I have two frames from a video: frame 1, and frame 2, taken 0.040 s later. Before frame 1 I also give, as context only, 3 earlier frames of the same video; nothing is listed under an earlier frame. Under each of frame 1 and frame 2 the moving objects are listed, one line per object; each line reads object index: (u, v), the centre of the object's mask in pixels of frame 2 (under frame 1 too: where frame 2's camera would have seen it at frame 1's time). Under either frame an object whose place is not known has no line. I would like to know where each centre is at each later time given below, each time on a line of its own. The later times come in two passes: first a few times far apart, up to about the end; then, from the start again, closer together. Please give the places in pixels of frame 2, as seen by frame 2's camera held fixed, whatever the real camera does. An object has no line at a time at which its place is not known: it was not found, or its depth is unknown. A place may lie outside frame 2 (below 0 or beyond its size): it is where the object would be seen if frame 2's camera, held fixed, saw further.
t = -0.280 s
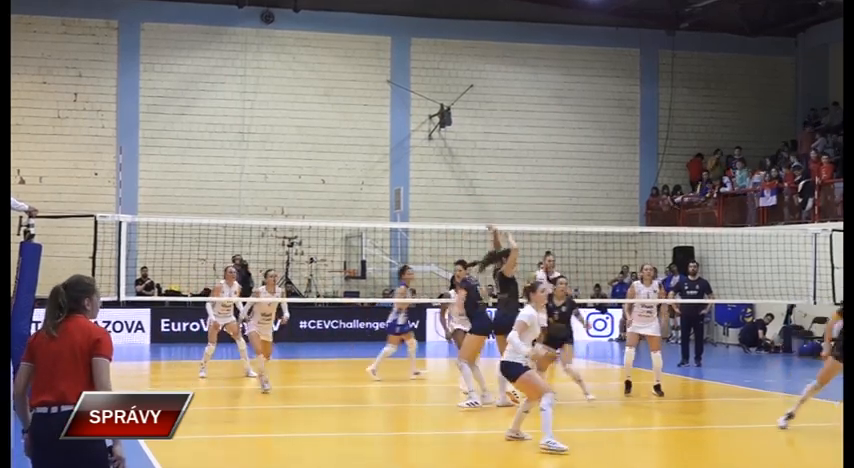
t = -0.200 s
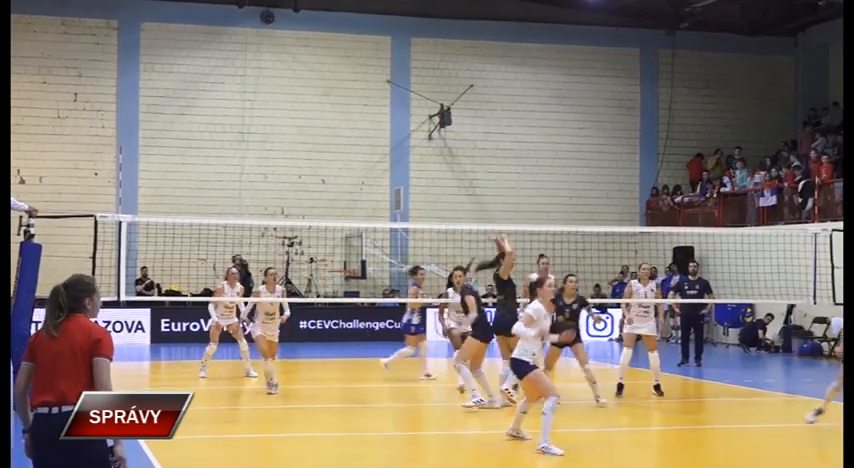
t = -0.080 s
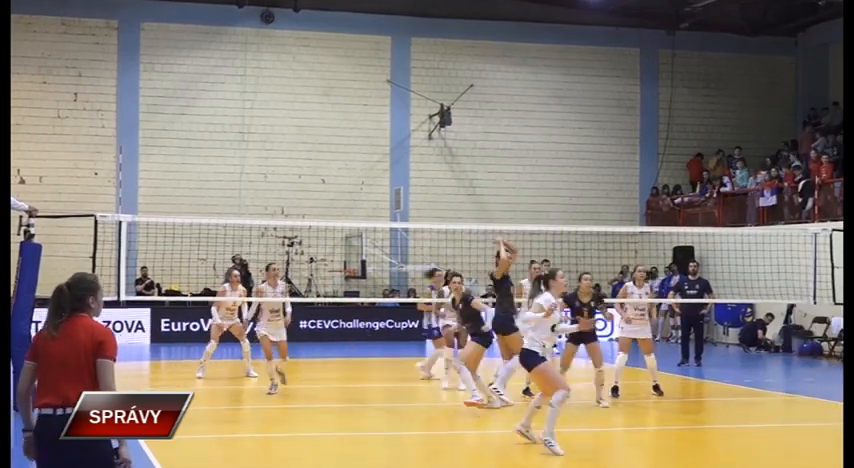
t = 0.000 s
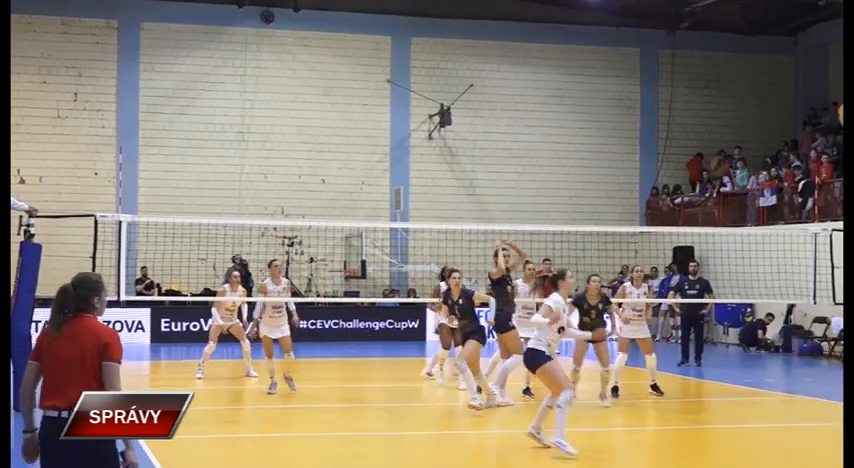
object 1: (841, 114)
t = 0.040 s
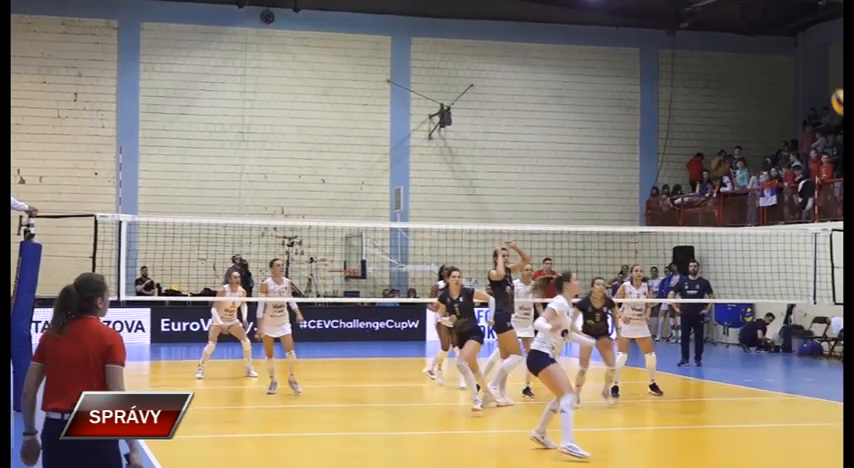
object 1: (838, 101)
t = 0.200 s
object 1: (819, 64)
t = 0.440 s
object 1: (788, 60)
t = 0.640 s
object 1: (765, 99)
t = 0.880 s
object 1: (741, 187)
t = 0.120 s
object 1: (831, 79)
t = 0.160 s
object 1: (825, 70)
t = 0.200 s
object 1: (819, 64)
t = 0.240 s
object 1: (813, 59)
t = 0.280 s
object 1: (808, 56)
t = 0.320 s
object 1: (803, 55)
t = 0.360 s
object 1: (798, 55)
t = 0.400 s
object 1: (793, 57)
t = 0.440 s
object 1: (788, 60)
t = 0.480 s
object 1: (783, 65)
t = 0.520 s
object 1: (778, 72)
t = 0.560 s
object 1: (773, 79)
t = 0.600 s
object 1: (769, 89)
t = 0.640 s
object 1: (765, 99)
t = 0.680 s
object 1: (760, 111)
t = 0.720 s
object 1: (756, 124)
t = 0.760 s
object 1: (752, 138)
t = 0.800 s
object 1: (748, 153)
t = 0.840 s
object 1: (744, 170)
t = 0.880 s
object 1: (741, 187)
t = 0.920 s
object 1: (736, 206)
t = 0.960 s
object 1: (732, 224)
